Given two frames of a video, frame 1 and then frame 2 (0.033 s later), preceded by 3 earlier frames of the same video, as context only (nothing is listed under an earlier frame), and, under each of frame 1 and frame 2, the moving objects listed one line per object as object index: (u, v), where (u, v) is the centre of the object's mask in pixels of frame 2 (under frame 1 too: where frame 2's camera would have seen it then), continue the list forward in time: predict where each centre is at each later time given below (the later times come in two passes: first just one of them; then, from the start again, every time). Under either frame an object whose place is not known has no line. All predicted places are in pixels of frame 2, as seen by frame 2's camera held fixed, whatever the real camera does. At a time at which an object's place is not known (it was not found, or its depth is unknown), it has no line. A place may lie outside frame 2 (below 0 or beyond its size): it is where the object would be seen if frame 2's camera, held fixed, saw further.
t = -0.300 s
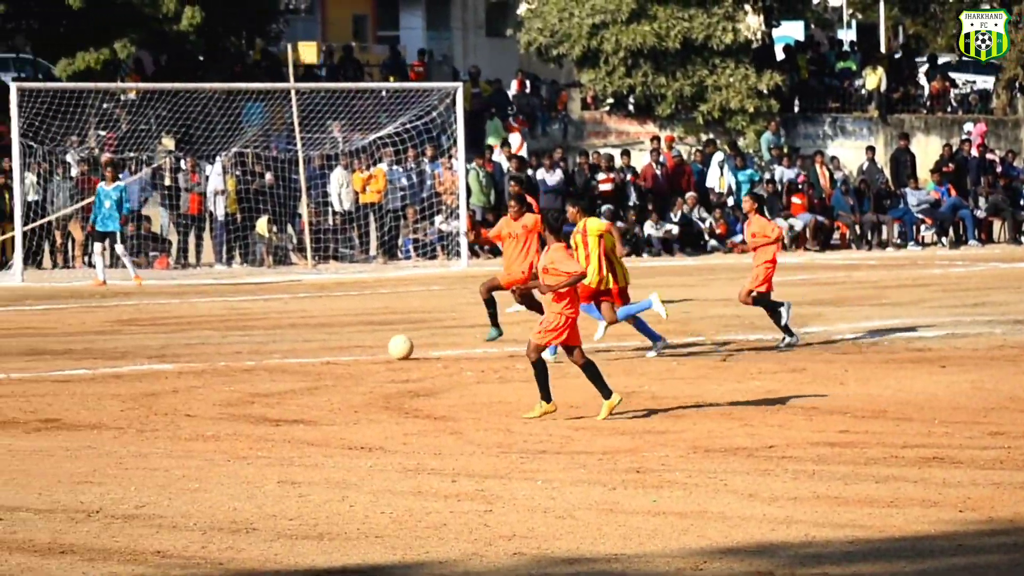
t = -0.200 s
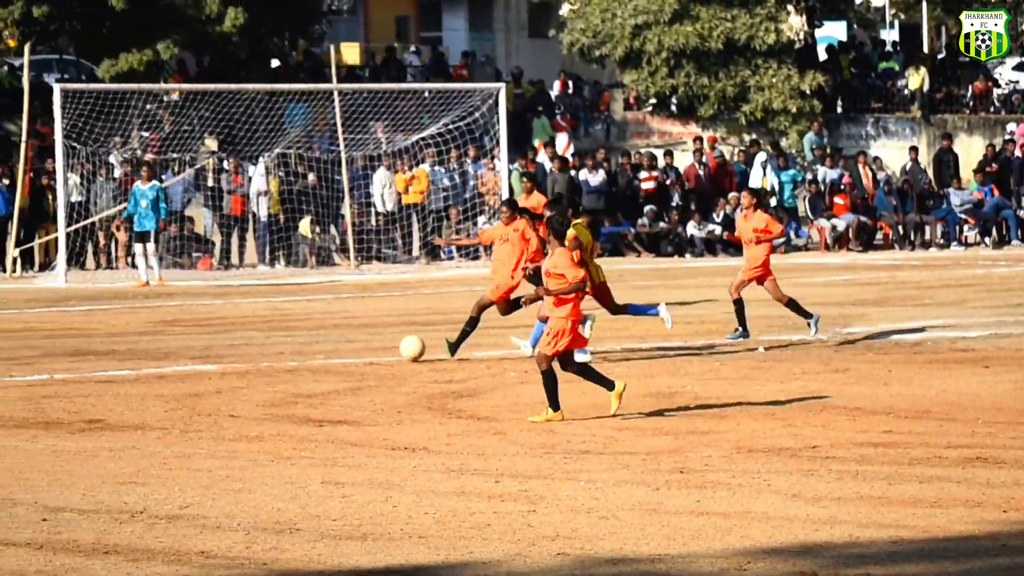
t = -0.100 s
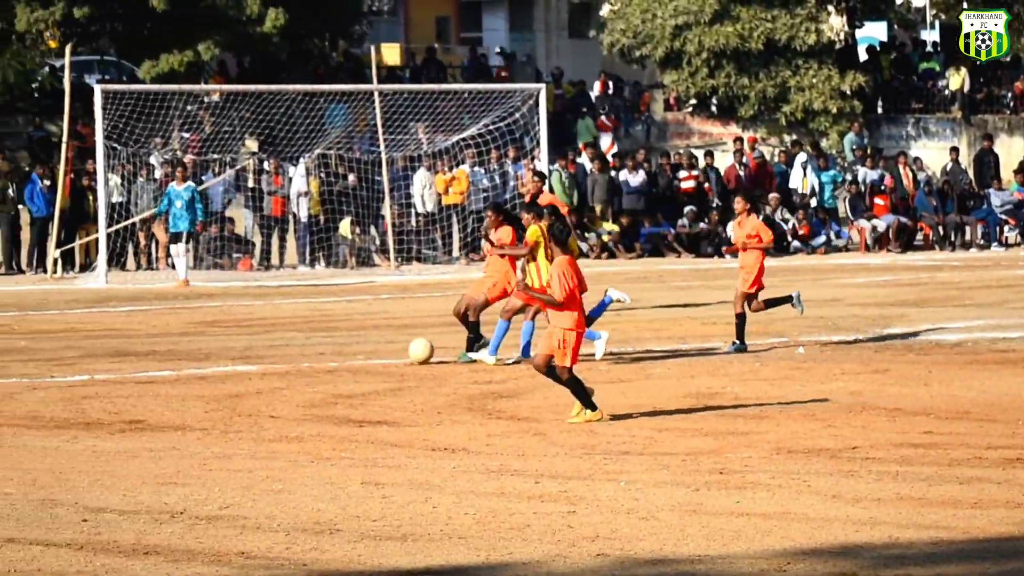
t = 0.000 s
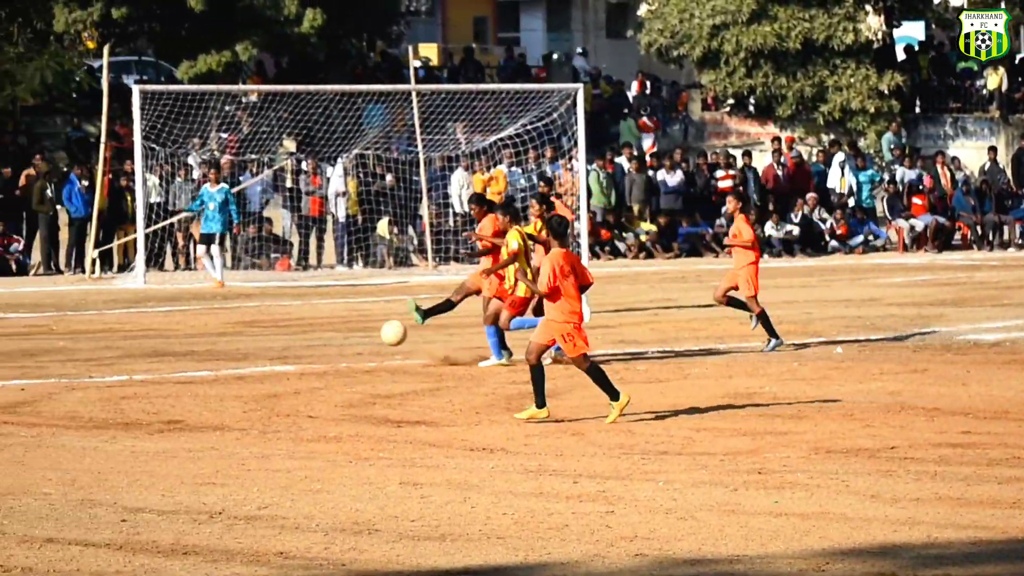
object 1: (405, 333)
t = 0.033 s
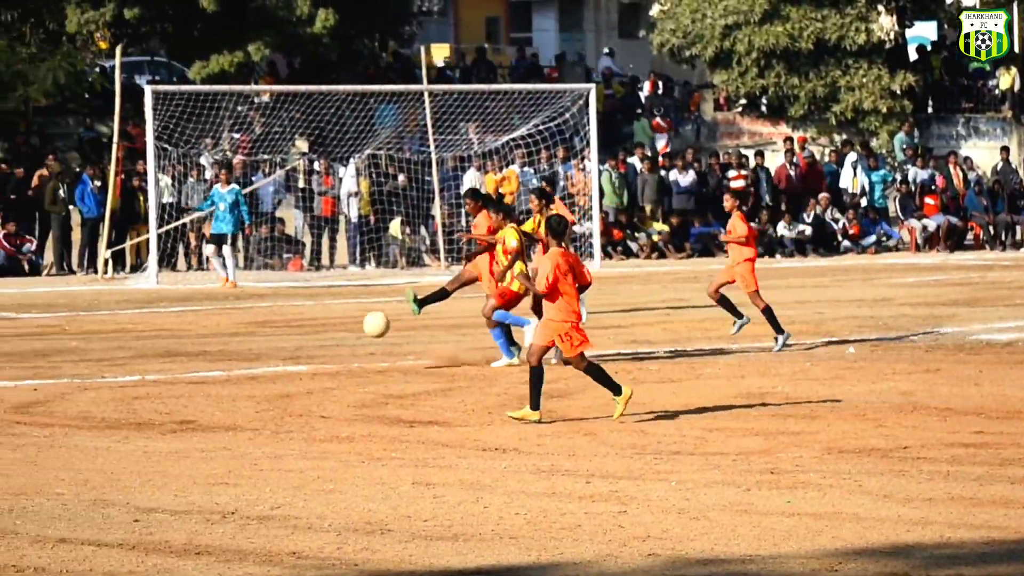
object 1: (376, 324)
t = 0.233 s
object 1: (201, 304)
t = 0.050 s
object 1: (361, 321)
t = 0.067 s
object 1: (347, 318)
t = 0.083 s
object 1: (333, 315)
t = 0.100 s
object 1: (319, 312)
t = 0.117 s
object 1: (304, 310)
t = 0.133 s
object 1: (290, 308)
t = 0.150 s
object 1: (275, 306)
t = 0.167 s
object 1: (260, 305)
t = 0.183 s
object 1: (245, 304)
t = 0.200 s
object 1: (230, 304)
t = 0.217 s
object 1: (216, 304)
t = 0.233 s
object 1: (201, 304)
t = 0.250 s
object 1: (186, 305)
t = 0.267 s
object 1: (172, 306)
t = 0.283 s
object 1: (157, 307)
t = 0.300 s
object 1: (142, 309)
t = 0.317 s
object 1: (126, 311)
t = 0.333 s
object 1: (110, 314)
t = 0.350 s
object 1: (95, 317)
